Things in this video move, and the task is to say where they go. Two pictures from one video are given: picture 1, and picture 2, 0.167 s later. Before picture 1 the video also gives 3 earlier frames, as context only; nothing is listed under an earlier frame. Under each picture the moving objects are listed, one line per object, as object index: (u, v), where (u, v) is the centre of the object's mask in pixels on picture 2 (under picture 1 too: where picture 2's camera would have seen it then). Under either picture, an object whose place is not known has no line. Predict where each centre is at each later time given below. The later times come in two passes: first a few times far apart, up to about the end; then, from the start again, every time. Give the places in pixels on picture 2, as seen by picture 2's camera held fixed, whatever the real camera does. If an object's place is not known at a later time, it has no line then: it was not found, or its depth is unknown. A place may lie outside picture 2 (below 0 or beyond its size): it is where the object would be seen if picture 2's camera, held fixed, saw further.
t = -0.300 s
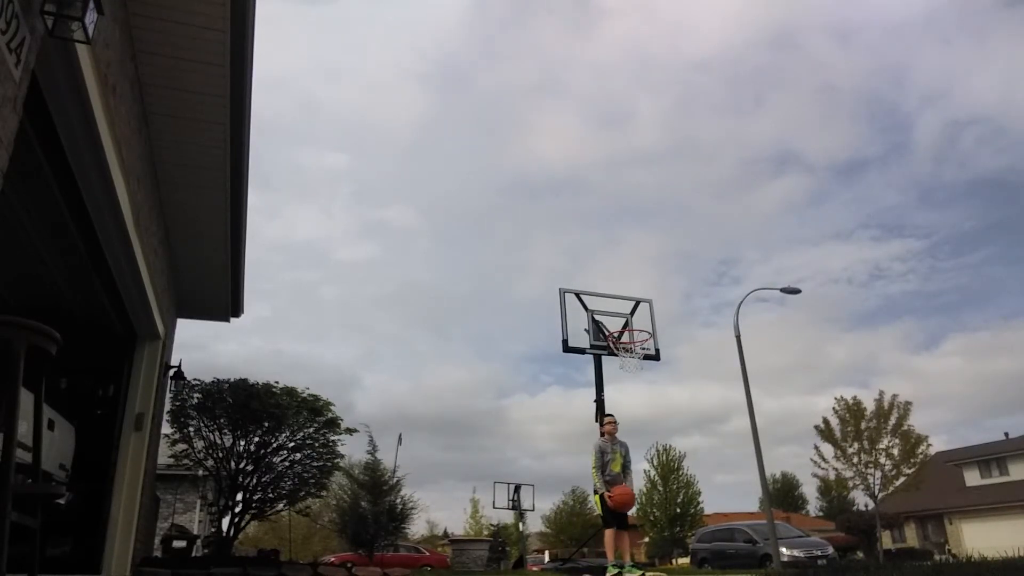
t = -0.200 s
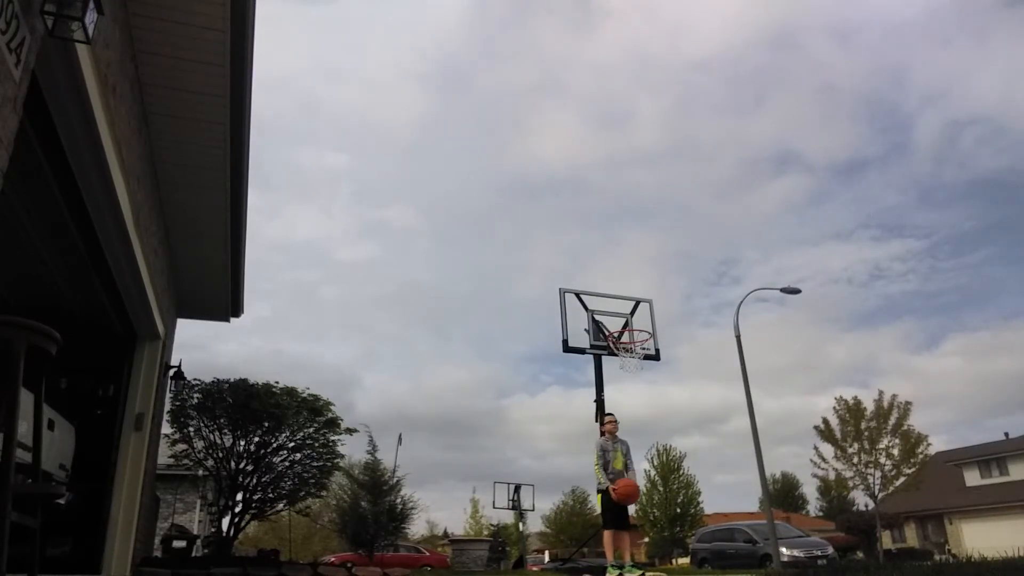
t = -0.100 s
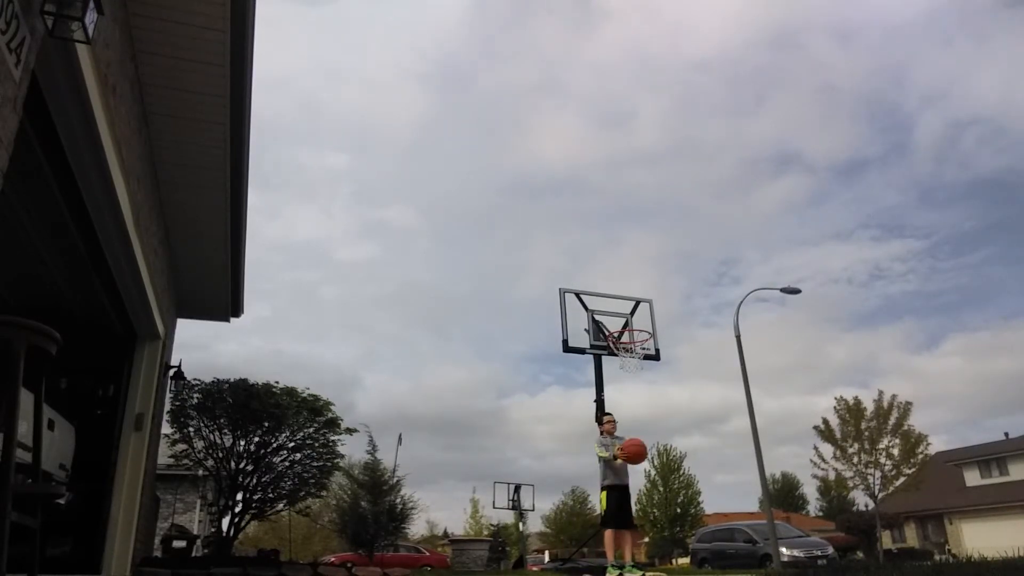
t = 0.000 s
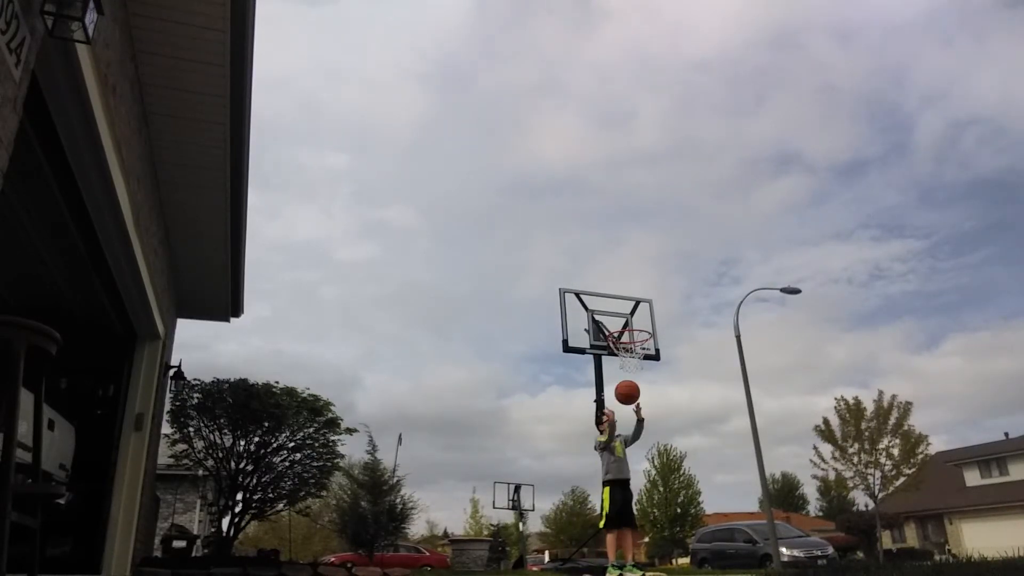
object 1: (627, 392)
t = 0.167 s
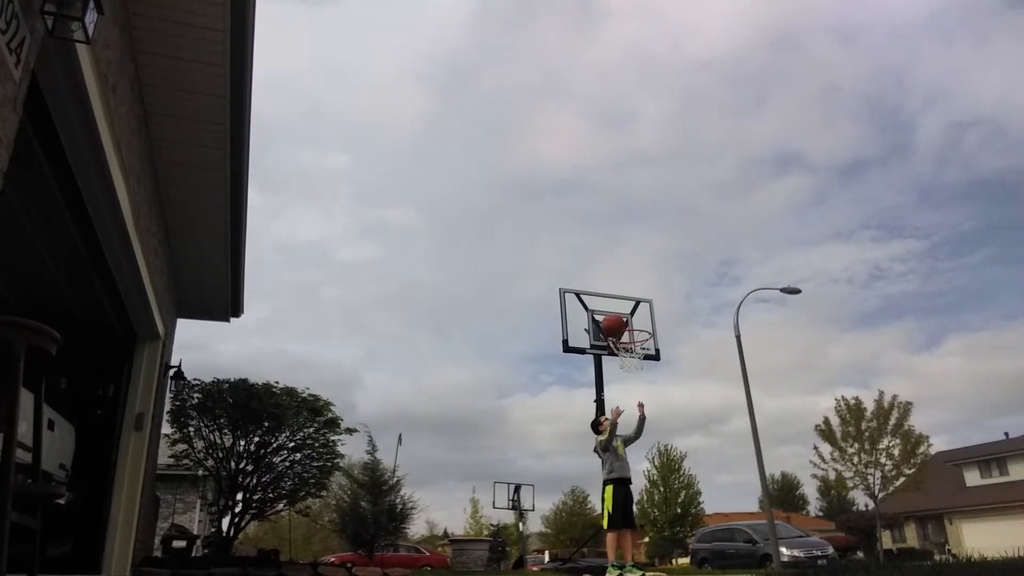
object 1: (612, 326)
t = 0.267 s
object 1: (606, 301)
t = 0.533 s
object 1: (593, 282)
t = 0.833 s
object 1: (598, 305)
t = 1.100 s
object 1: (589, 321)
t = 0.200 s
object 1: (610, 316)
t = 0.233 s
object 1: (608, 308)
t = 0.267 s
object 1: (606, 301)
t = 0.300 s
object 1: (604, 295)
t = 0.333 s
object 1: (602, 290)
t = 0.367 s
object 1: (601, 287)
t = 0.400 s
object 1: (599, 284)
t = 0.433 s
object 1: (597, 282)
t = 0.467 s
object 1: (596, 281)
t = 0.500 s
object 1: (595, 281)
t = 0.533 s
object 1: (593, 282)
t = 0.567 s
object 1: (592, 284)
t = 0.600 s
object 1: (591, 286)
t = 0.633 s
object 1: (591, 288)
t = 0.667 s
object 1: (592, 289)
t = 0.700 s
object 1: (593, 290)
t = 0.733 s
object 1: (594, 292)
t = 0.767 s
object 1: (595, 296)
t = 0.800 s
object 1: (597, 300)
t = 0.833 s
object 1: (598, 305)
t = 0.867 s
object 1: (599, 311)
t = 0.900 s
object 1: (601, 318)
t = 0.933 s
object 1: (603, 326)
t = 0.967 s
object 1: (602, 326)
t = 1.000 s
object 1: (598, 324)
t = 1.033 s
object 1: (595, 322)
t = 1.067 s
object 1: (592, 321)
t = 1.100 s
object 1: (589, 321)
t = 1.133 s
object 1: (586, 322)
